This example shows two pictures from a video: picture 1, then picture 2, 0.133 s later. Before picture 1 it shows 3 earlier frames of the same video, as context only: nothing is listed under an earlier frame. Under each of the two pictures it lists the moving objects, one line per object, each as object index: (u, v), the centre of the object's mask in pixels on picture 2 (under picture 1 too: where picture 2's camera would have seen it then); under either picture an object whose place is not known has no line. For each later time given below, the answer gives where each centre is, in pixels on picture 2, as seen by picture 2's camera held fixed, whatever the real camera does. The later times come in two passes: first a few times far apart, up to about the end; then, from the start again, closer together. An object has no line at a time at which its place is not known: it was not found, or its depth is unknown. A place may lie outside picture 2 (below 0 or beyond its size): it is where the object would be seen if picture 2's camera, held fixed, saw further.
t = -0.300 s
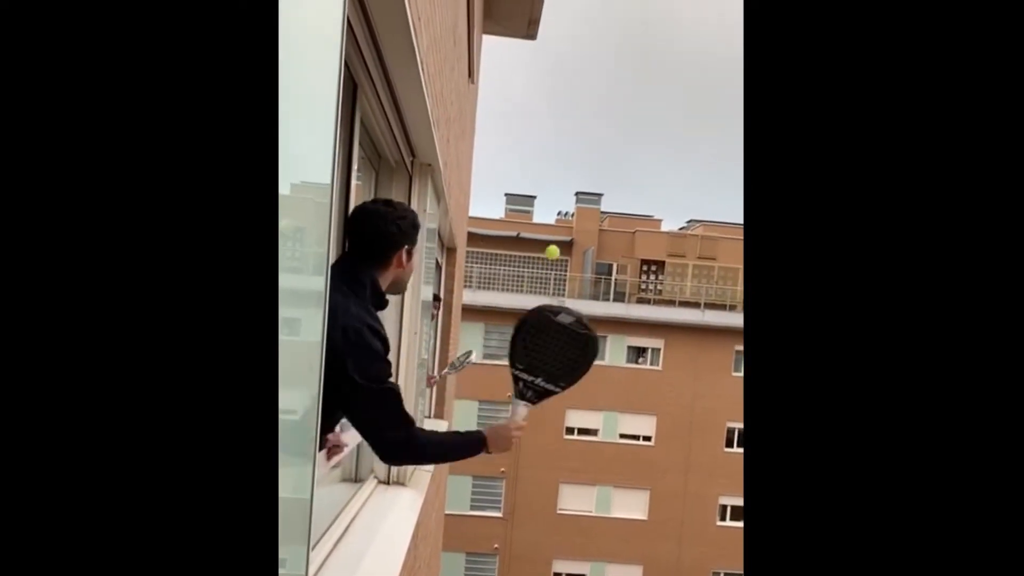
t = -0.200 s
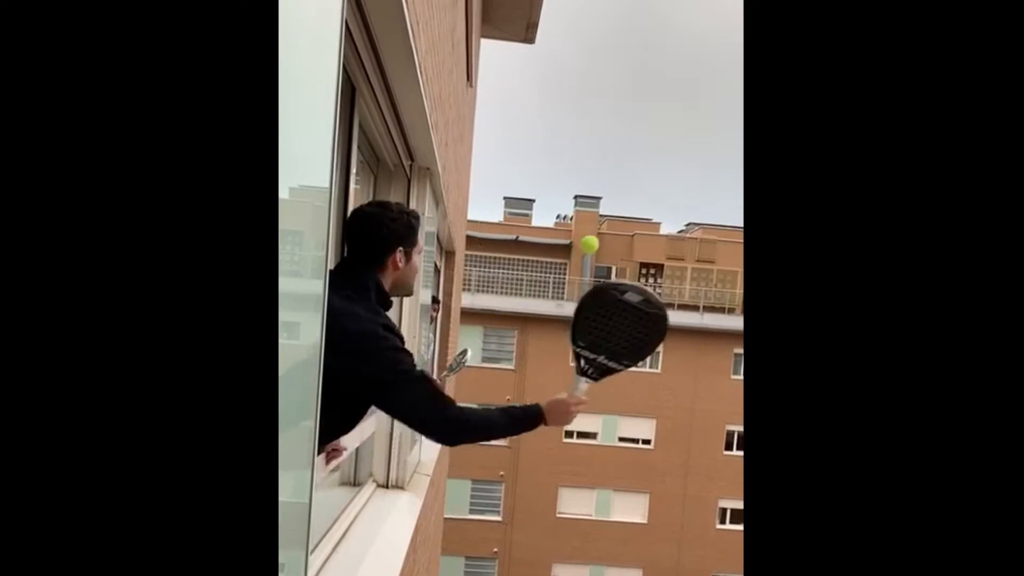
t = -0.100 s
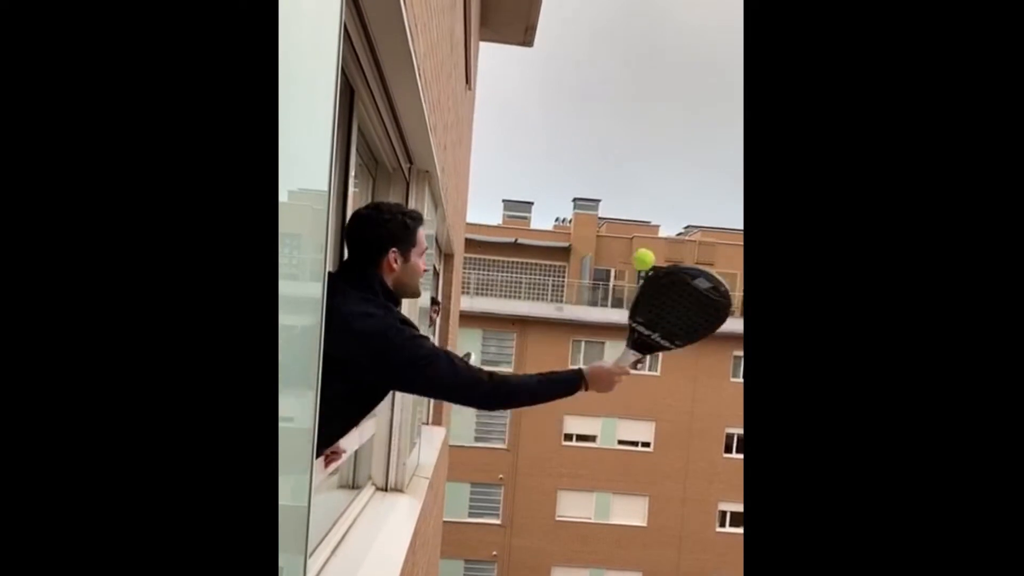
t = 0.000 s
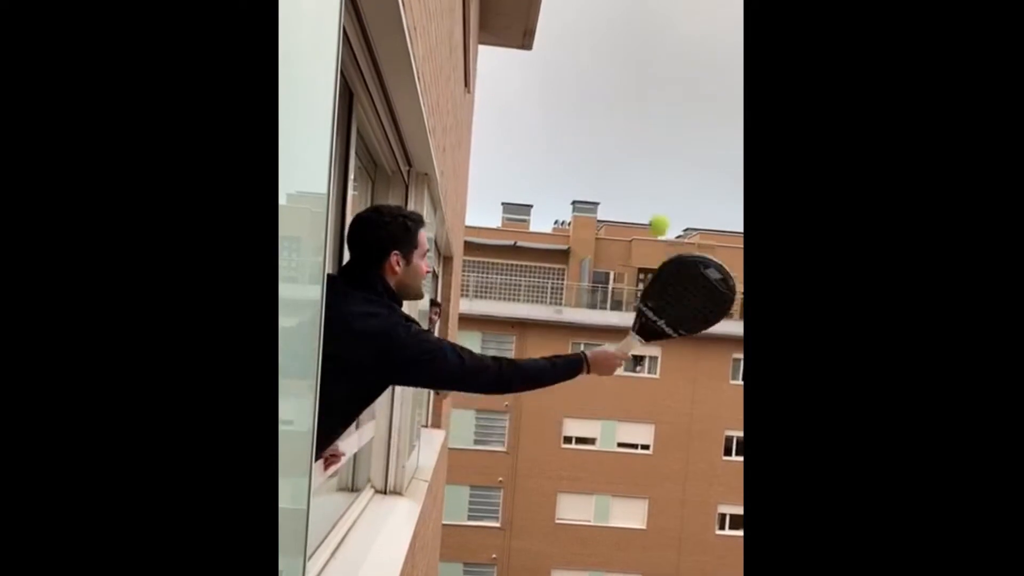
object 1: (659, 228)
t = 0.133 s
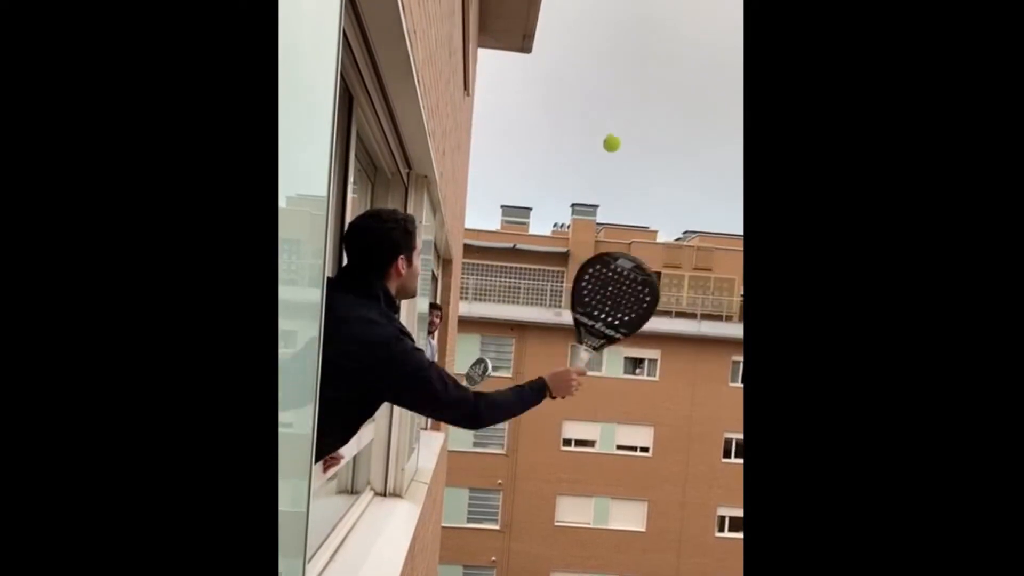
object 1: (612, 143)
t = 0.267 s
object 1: (579, 125)
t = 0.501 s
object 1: (533, 176)
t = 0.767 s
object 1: (496, 297)
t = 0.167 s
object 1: (603, 134)
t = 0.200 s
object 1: (596, 127)
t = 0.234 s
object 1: (587, 125)
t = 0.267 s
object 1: (579, 125)
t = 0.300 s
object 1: (571, 127)
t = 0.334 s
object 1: (564, 132)
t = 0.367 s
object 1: (557, 138)
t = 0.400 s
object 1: (551, 145)
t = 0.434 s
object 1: (545, 154)
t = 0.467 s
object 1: (539, 165)
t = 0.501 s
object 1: (533, 176)
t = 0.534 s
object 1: (528, 189)
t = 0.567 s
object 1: (522, 202)
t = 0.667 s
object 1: (508, 247)
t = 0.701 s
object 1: (505, 263)
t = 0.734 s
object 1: (500, 279)
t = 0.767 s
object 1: (496, 297)
